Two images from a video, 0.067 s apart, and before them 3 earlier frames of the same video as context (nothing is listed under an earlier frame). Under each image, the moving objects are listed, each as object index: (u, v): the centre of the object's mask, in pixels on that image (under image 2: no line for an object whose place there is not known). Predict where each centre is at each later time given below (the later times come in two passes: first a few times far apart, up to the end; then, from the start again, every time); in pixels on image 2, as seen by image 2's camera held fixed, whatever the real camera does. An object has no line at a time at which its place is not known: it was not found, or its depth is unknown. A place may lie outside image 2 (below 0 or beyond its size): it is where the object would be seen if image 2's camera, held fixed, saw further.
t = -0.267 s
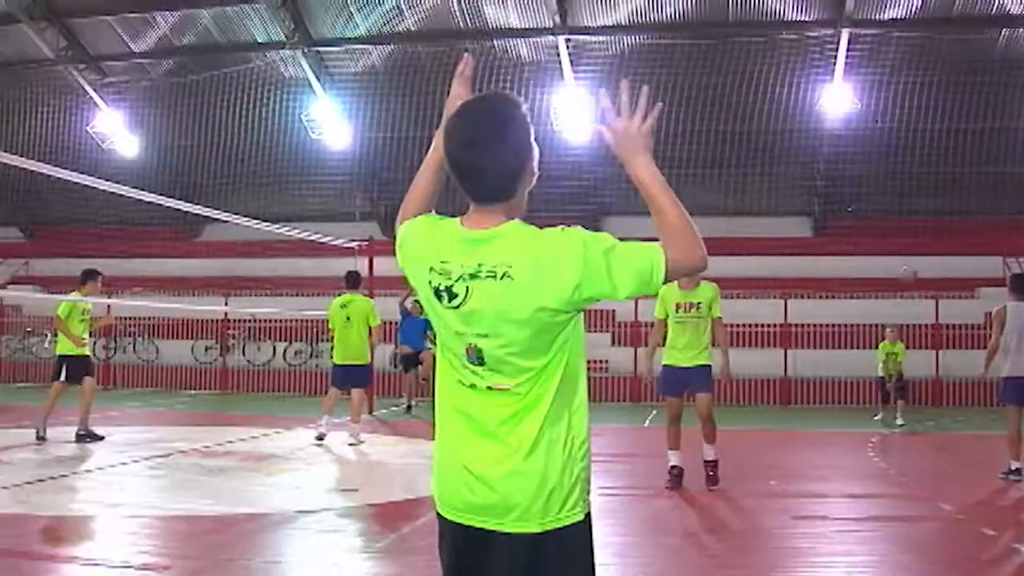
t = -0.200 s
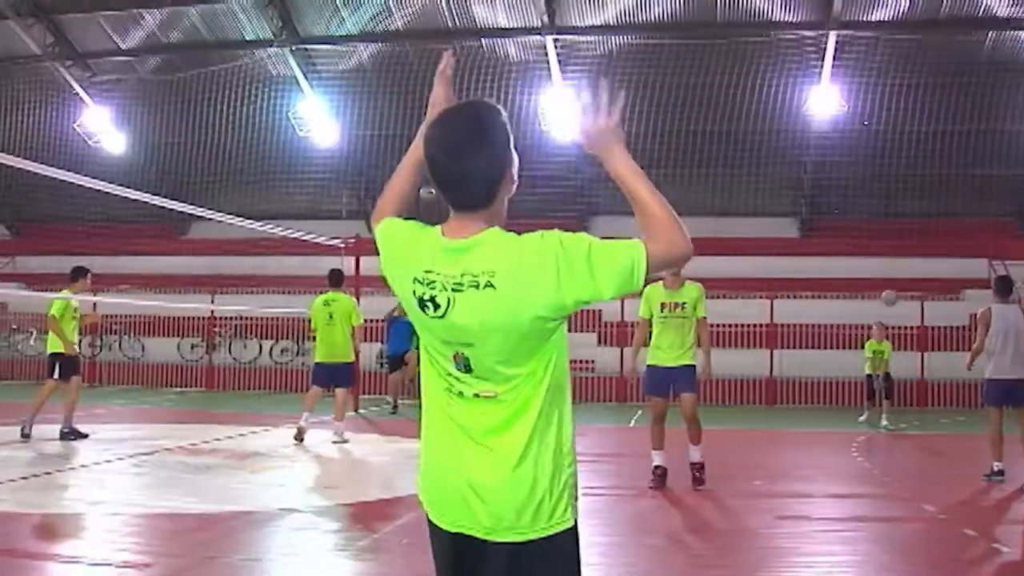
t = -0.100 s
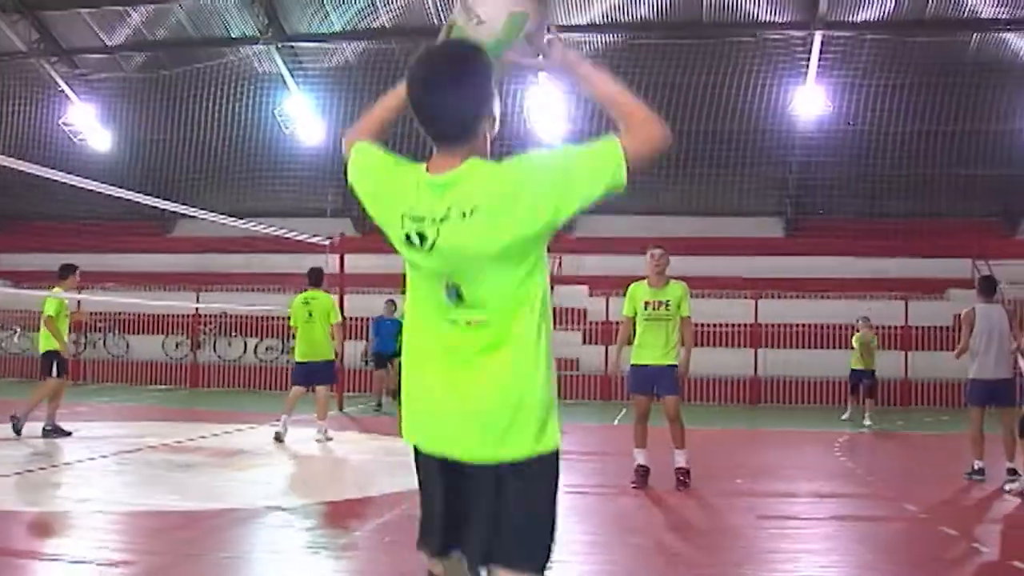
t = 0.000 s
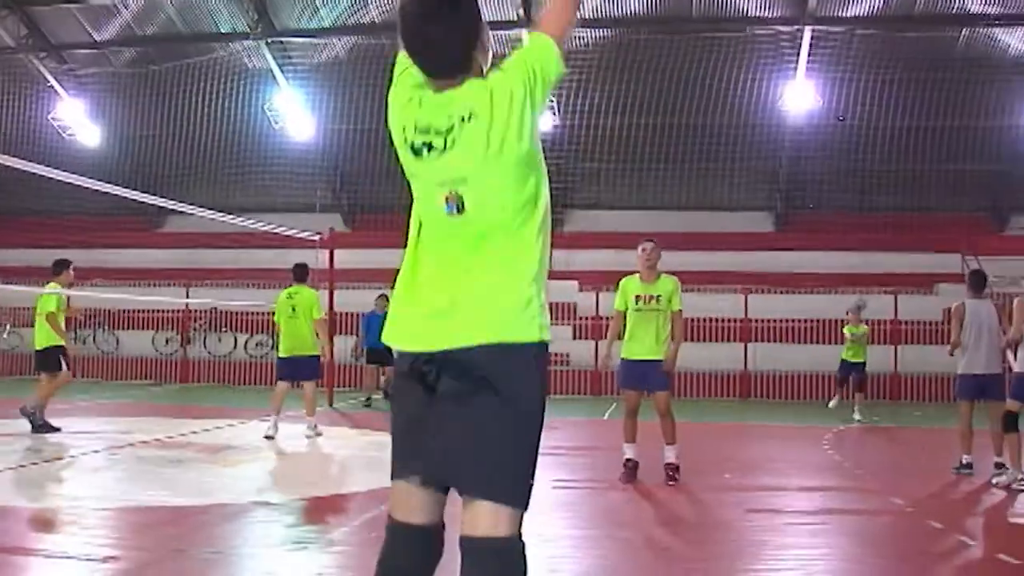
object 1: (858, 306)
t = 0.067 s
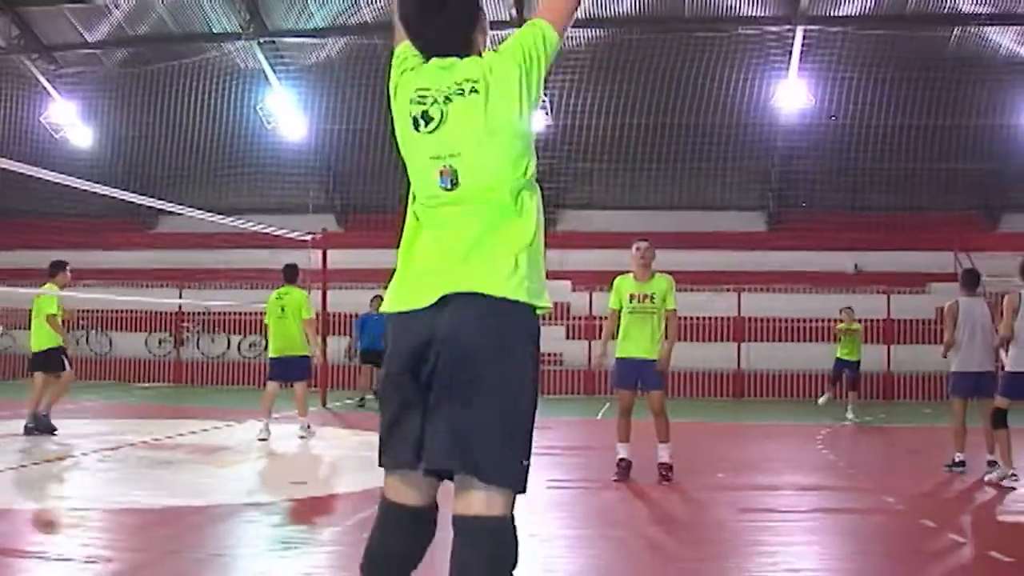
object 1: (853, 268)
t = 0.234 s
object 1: (862, 200)
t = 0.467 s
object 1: (875, 137)
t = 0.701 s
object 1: (887, 113)
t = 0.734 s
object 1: (890, 114)
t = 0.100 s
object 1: (856, 252)
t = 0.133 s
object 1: (858, 239)
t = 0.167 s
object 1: (858, 225)
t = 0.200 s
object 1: (860, 212)
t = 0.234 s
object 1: (862, 200)
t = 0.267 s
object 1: (864, 188)
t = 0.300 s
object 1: (865, 177)
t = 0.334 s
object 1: (867, 168)
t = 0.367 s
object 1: (869, 159)
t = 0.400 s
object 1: (870, 151)
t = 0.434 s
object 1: (873, 144)
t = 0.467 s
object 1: (875, 137)
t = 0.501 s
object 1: (877, 130)
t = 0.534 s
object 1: (877, 124)
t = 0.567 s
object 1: (880, 122)
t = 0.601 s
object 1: (881, 119)
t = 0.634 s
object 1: (883, 116)
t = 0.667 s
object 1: (886, 114)
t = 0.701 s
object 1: (887, 113)
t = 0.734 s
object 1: (890, 114)
